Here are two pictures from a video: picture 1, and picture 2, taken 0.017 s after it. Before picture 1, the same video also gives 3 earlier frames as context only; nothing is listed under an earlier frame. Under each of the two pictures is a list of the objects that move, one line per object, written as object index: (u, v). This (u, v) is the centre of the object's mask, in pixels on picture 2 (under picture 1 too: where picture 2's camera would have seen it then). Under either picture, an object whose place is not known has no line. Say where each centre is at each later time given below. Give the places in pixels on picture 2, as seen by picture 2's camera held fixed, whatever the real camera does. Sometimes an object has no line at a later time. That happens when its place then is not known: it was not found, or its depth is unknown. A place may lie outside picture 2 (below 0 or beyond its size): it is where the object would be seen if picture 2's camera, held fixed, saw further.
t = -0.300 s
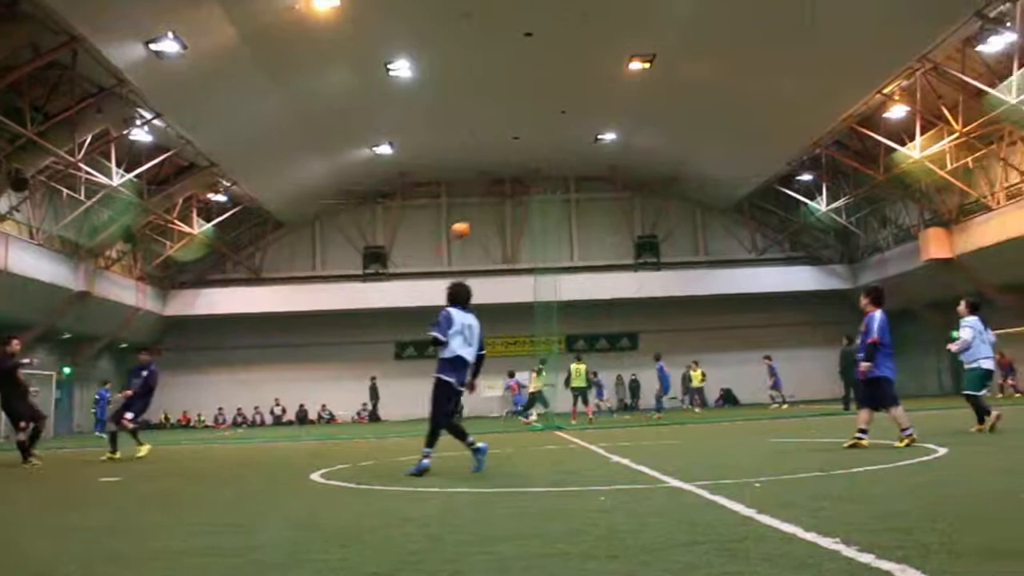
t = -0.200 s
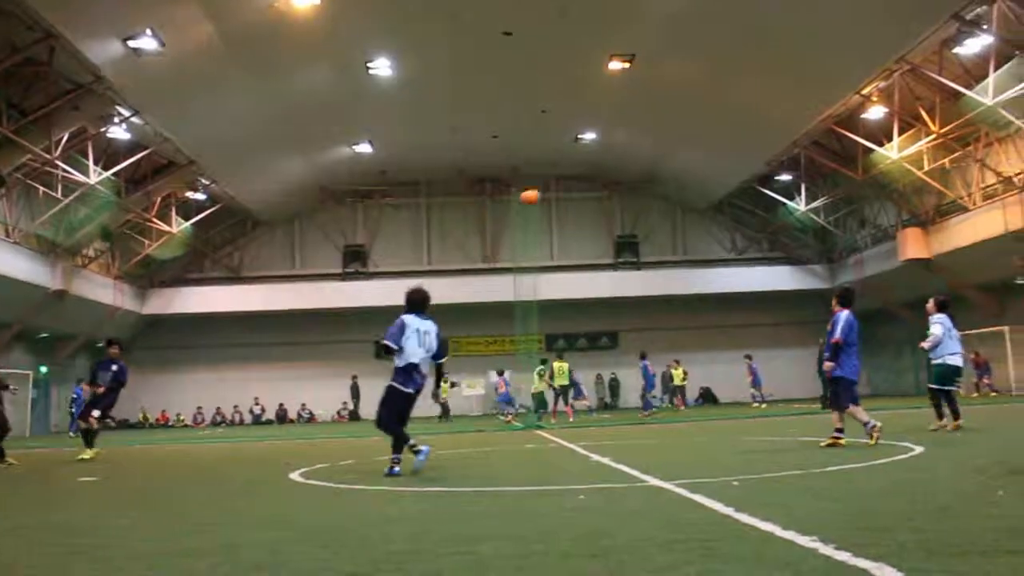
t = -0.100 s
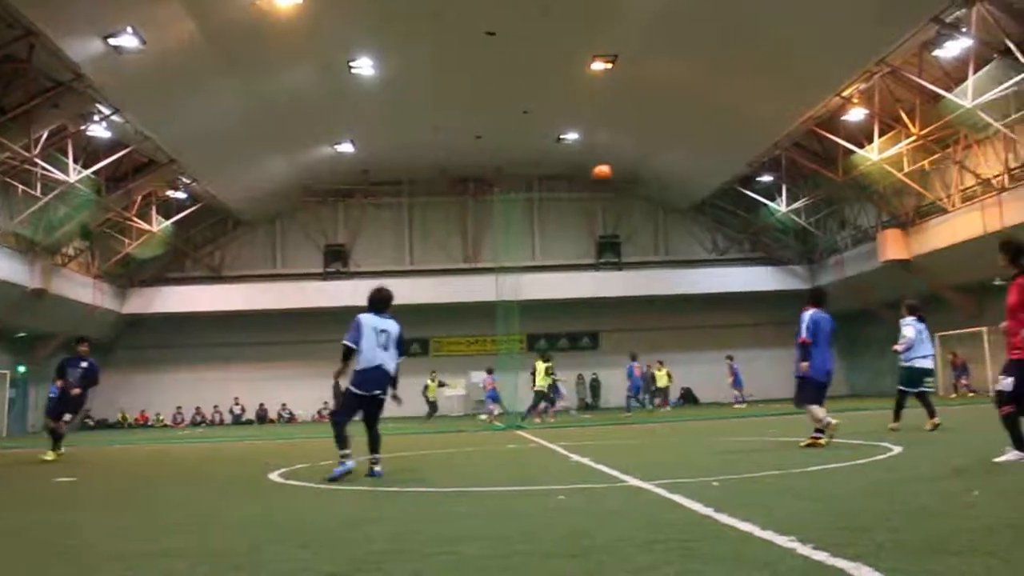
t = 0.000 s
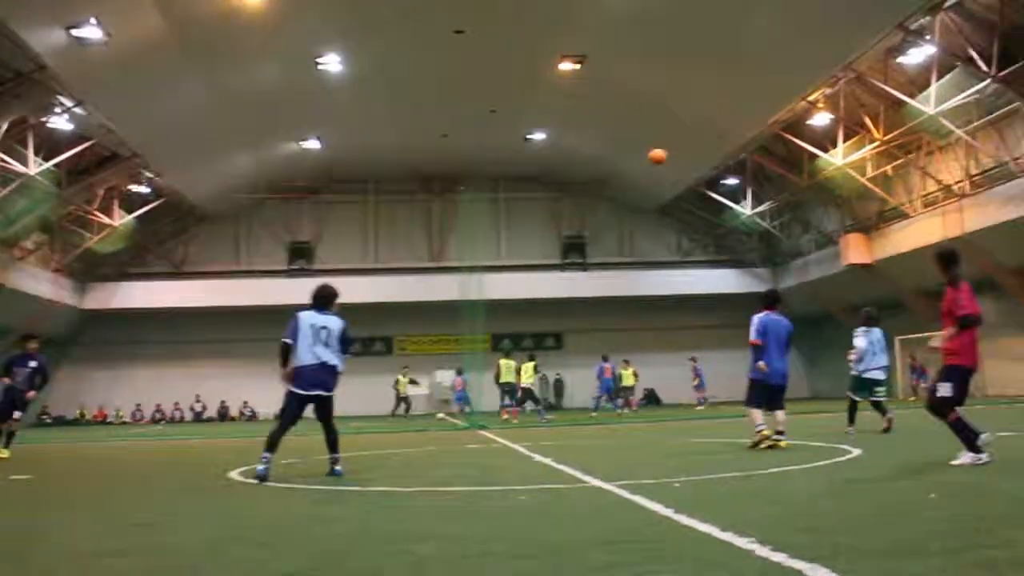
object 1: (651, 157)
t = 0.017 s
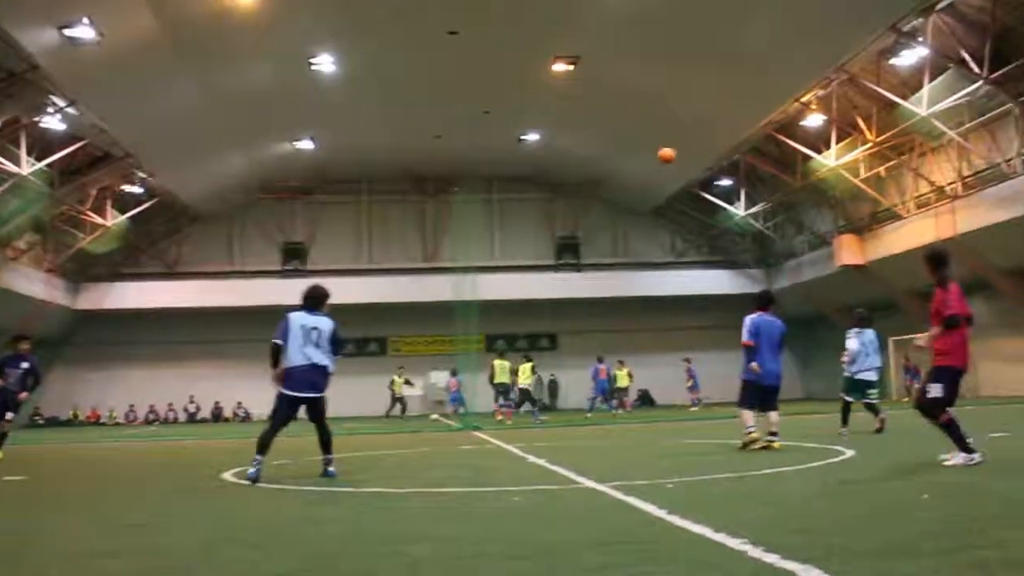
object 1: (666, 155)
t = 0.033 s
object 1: (681, 153)
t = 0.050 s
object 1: (694, 151)
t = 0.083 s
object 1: (724, 148)
